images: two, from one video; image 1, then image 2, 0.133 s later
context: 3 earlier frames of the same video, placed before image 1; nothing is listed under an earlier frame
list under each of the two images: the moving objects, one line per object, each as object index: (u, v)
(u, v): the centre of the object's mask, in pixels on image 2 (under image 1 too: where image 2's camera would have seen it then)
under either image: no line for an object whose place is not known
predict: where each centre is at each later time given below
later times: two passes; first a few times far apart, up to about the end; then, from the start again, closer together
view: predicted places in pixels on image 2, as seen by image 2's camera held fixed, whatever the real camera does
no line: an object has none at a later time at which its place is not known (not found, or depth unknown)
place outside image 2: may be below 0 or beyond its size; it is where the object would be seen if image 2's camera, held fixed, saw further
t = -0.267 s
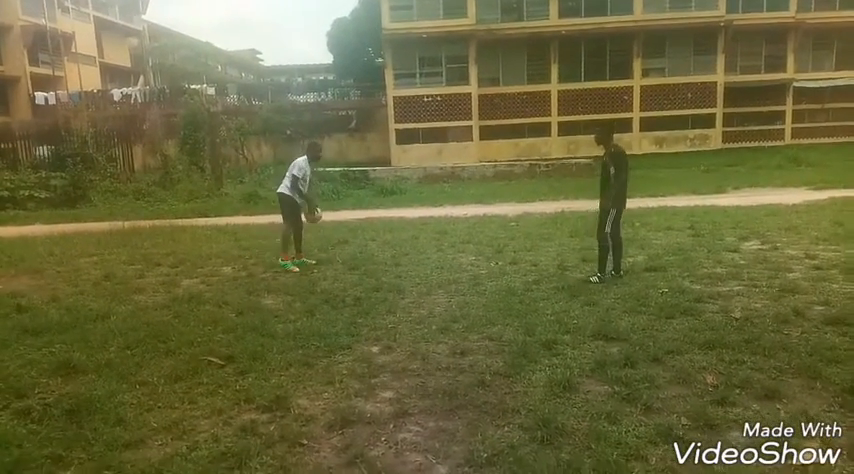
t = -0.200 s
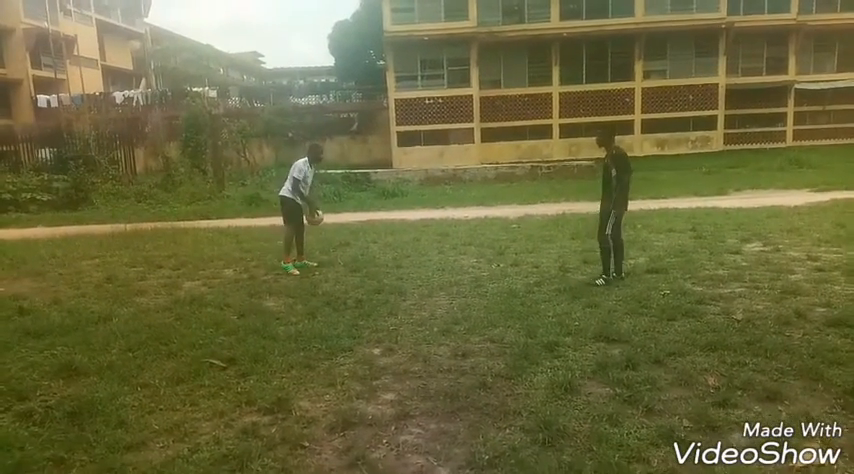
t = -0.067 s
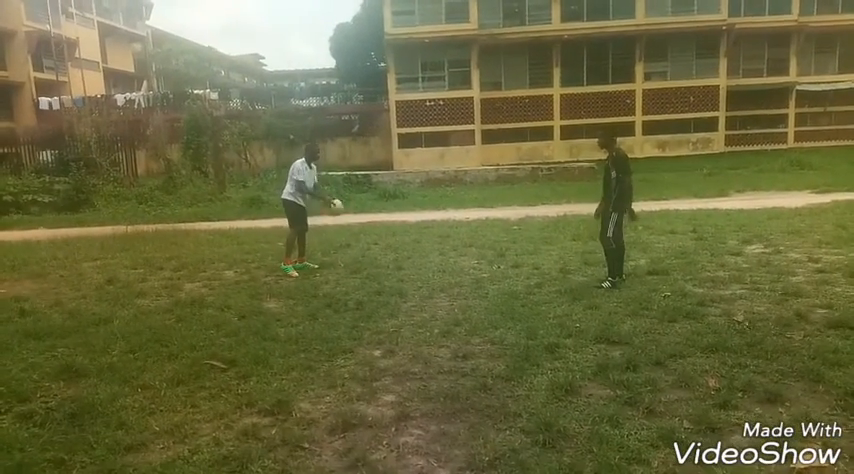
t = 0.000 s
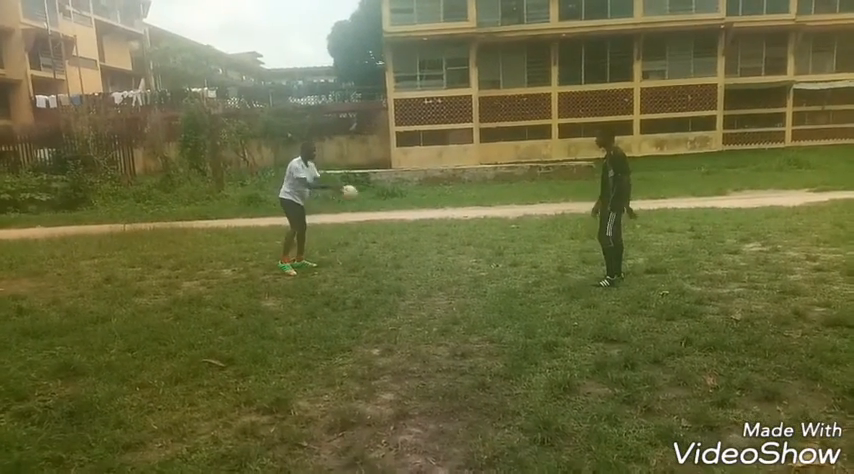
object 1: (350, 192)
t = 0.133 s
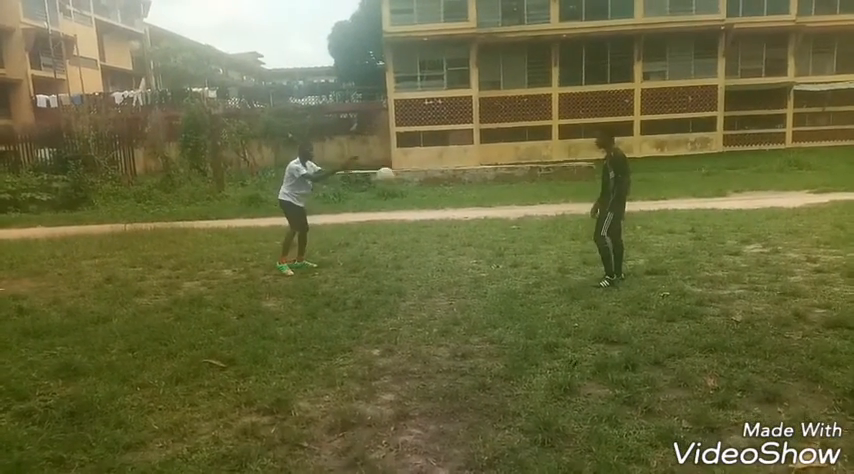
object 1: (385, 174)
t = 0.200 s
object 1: (404, 170)
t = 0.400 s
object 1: (464, 180)
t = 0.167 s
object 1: (394, 172)
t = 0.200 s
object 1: (404, 170)
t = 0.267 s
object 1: (424, 169)
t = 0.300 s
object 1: (433, 172)
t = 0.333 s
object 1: (444, 174)
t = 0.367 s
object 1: (454, 177)
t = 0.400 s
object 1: (464, 180)
